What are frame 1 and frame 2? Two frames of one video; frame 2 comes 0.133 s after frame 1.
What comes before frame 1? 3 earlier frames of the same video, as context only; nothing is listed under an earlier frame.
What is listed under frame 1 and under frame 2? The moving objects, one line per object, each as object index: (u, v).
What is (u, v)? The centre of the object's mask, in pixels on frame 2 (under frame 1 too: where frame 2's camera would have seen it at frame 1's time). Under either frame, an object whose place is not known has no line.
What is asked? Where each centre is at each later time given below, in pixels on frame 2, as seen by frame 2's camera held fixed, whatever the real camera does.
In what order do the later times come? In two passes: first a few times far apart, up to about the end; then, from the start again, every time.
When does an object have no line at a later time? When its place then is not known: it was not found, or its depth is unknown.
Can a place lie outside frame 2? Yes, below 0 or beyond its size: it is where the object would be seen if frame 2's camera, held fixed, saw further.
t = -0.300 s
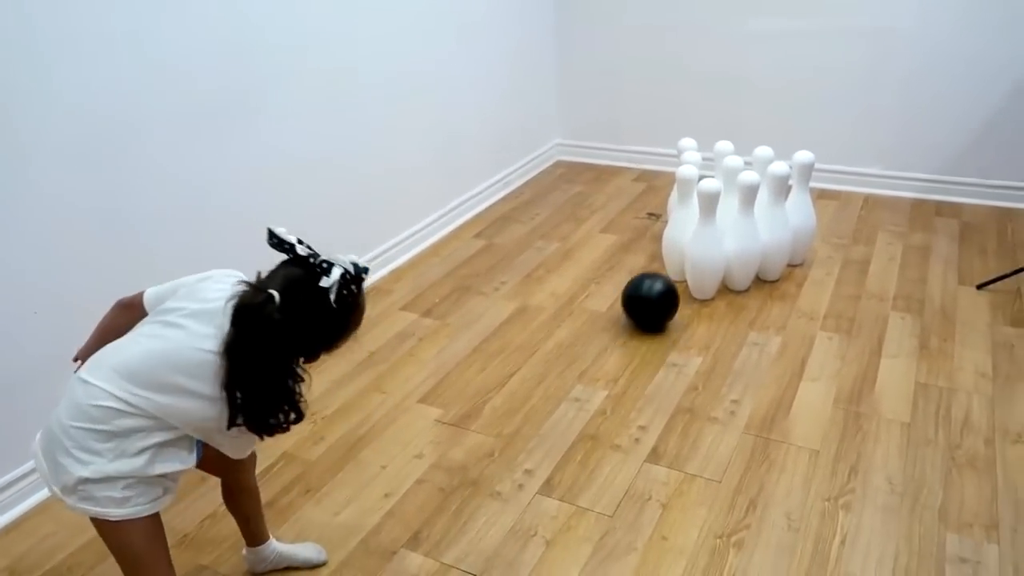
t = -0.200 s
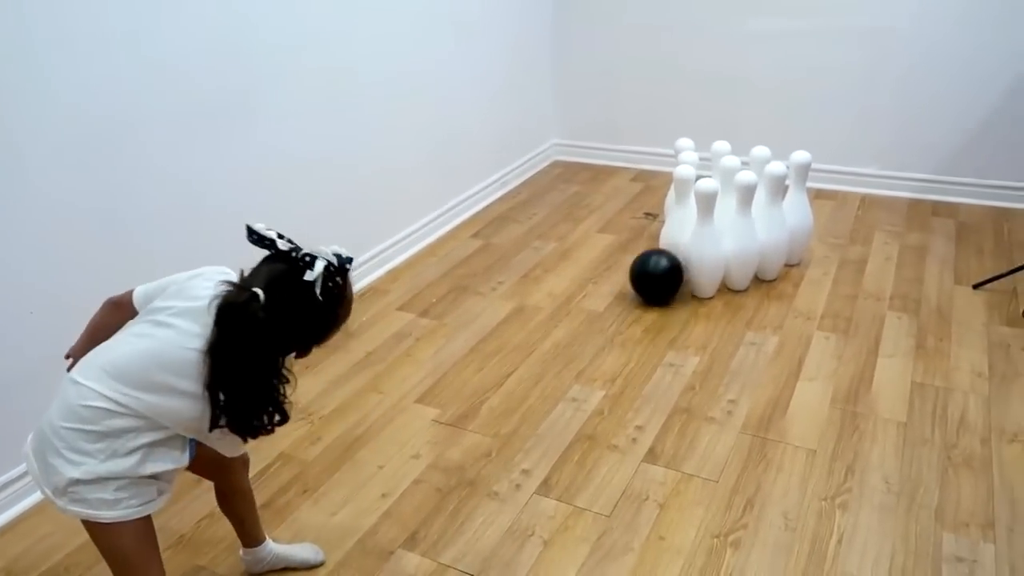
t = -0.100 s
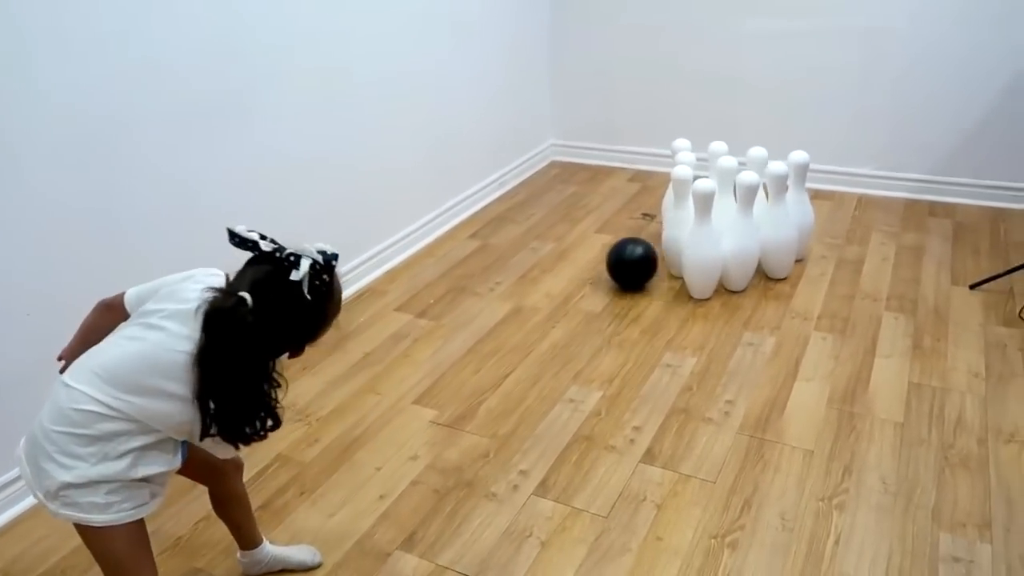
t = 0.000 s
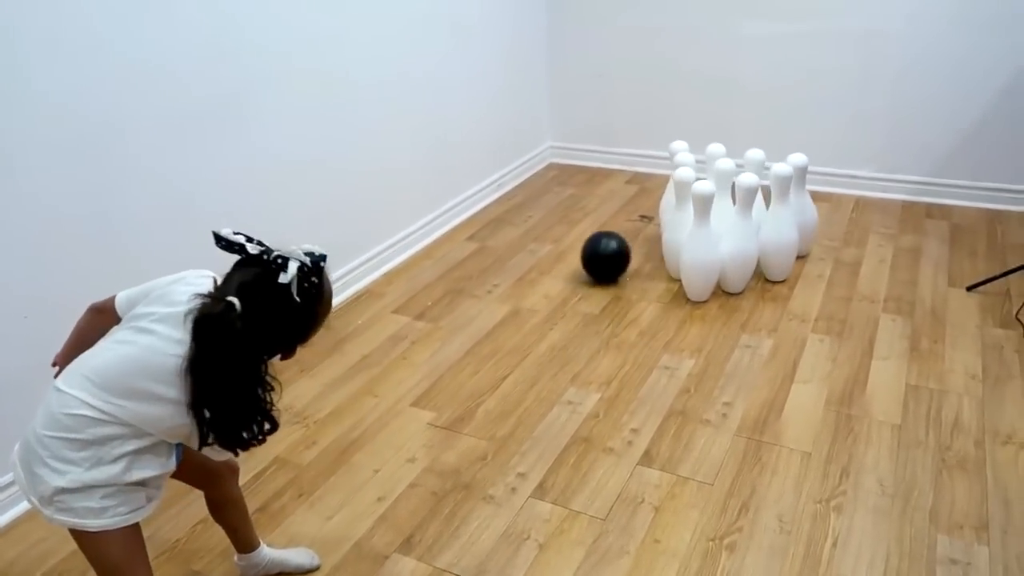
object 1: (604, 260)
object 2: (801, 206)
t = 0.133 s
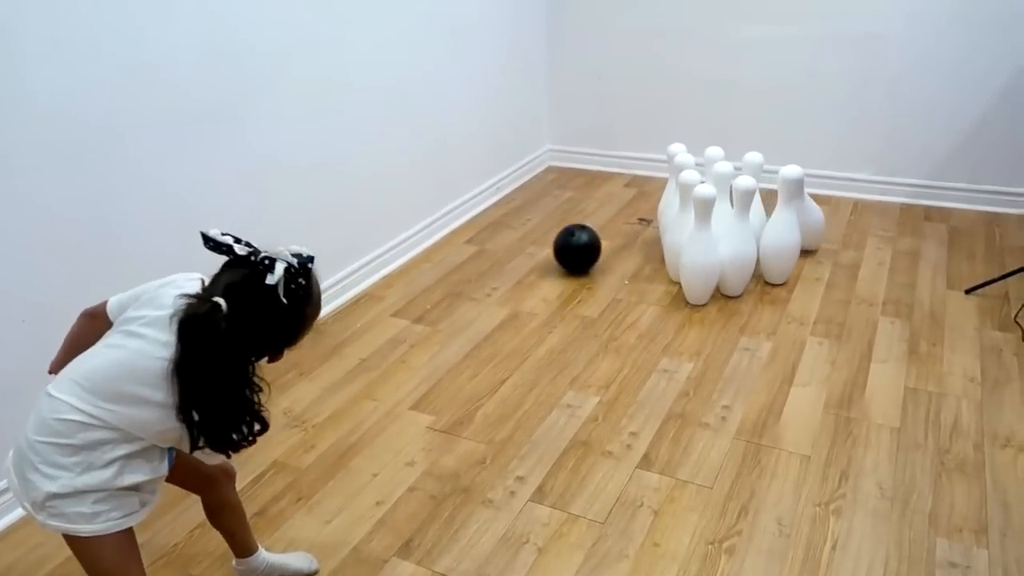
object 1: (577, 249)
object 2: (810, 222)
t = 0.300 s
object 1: (550, 234)
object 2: (818, 229)
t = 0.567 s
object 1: (523, 211)
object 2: (817, 226)
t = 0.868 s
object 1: (508, 189)
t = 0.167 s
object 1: (571, 246)
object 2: (812, 224)
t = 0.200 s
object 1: (565, 243)
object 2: (814, 224)
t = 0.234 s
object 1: (560, 240)
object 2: (815, 226)
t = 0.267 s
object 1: (555, 237)
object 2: (816, 228)
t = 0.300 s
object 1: (550, 234)
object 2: (818, 229)
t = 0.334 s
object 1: (546, 230)
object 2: (818, 227)
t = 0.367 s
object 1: (542, 227)
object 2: (818, 226)
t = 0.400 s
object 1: (538, 224)
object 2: (817, 227)
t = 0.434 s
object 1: (535, 221)
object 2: (817, 226)
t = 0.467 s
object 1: (532, 219)
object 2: (816, 225)
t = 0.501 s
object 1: (529, 216)
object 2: (816, 226)
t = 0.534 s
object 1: (526, 214)
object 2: (816, 226)
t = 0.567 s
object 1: (523, 211)
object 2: (817, 226)
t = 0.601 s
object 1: (520, 208)
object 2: (817, 226)
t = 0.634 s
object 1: (518, 205)
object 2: (817, 223)
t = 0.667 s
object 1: (515, 203)
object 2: (816, 223)
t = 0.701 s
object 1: (512, 200)
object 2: (816, 225)
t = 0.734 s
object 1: (510, 198)
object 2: (816, 224)
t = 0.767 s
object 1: (507, 195)
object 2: (816, 224)
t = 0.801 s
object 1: (504, 193)
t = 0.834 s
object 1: (501, 190)
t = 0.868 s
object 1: (508, 189)
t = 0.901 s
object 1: (515, 188)
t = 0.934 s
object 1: (521, 187)
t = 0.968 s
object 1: (527, 186)
